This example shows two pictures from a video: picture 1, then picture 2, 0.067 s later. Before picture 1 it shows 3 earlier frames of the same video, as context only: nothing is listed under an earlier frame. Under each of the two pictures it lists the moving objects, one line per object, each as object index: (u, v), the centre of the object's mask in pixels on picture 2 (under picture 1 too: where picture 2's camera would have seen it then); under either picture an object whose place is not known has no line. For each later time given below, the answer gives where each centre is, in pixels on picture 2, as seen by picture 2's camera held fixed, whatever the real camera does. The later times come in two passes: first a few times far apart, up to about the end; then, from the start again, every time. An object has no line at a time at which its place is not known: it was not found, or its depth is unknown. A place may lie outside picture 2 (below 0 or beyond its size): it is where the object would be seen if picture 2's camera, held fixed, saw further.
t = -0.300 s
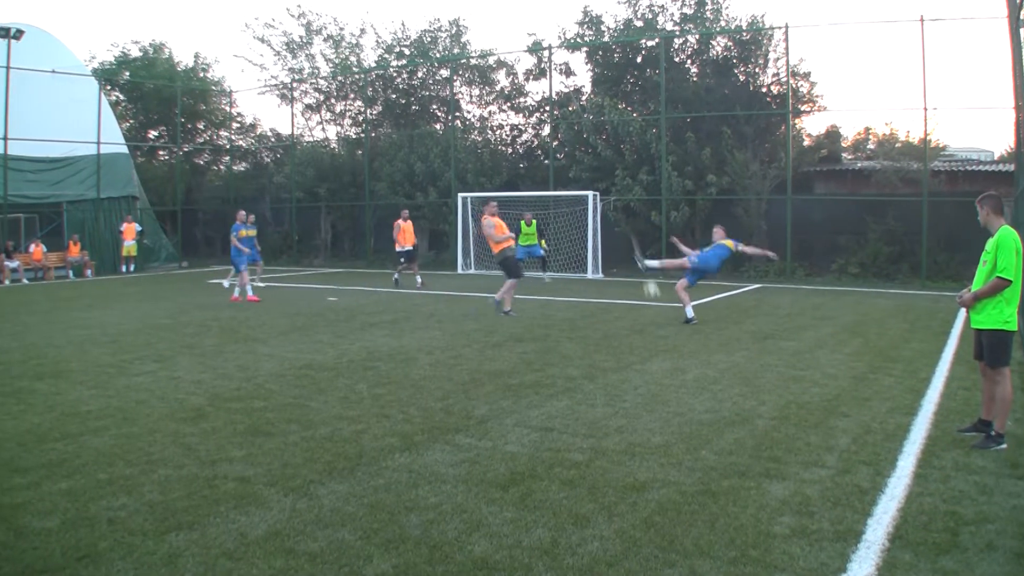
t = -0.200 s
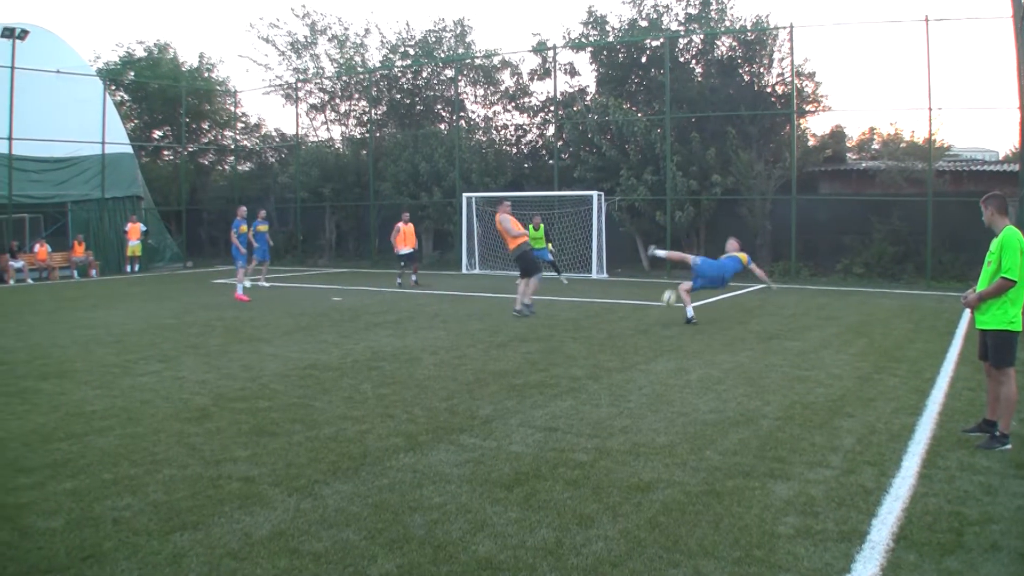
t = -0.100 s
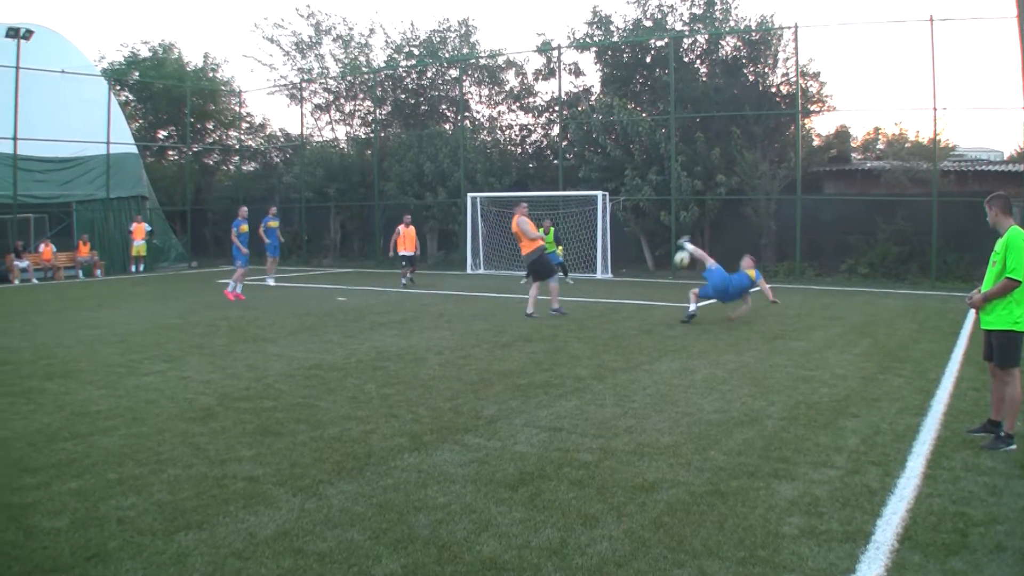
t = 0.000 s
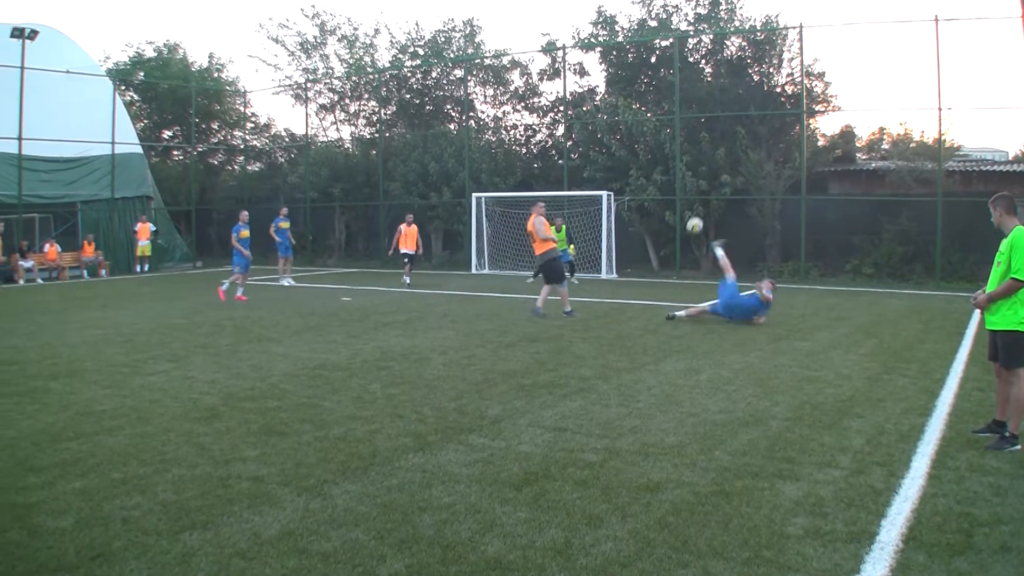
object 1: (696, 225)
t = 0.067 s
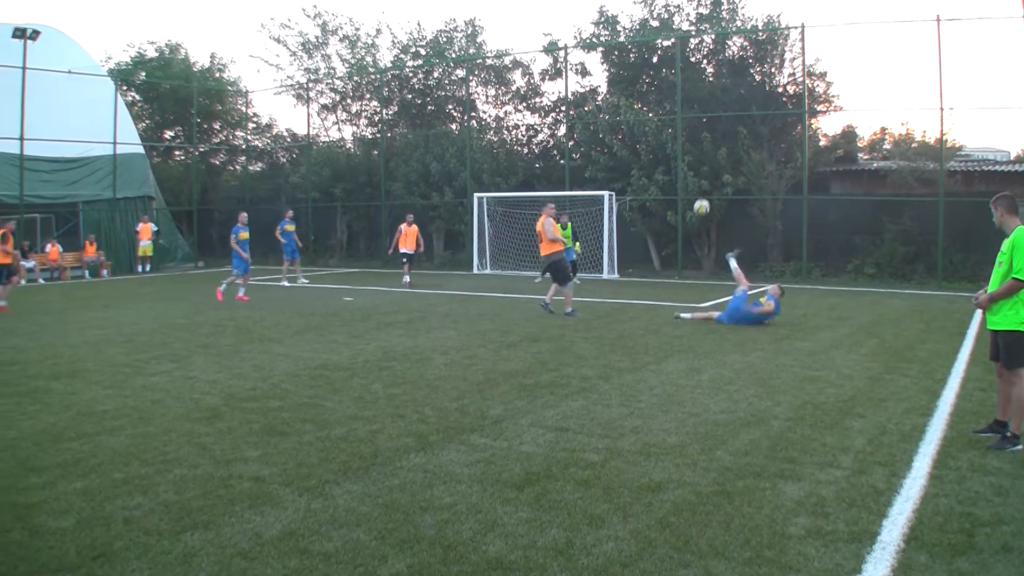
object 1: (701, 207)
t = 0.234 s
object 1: (714, 175)
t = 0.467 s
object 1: (732, 164)
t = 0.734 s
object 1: (752, 199)
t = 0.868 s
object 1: (762, 236)
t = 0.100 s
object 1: (704, 198)
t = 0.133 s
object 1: (706, 192)
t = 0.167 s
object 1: (709, 186)
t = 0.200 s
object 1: (711, 180)
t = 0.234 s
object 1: (714, 175)
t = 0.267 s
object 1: (717, 171)
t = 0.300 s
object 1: (719, 168)
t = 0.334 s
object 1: (722, 166)
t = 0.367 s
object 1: (725, 164)
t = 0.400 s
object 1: (727, 163)
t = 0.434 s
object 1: (730, 164)
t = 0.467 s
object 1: (732, 164)
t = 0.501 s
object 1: (735, 165)
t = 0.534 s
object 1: (737, 168)
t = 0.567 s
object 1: (740, 171)
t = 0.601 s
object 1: (742, 175)
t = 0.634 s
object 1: (745, 180)
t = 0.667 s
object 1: (747, 185)
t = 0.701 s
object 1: (750, 192)
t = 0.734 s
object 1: (752, 199)
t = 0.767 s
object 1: (755, 207)
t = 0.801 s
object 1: (757, 215)
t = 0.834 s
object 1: (760, 225)
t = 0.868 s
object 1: (762, 236)
